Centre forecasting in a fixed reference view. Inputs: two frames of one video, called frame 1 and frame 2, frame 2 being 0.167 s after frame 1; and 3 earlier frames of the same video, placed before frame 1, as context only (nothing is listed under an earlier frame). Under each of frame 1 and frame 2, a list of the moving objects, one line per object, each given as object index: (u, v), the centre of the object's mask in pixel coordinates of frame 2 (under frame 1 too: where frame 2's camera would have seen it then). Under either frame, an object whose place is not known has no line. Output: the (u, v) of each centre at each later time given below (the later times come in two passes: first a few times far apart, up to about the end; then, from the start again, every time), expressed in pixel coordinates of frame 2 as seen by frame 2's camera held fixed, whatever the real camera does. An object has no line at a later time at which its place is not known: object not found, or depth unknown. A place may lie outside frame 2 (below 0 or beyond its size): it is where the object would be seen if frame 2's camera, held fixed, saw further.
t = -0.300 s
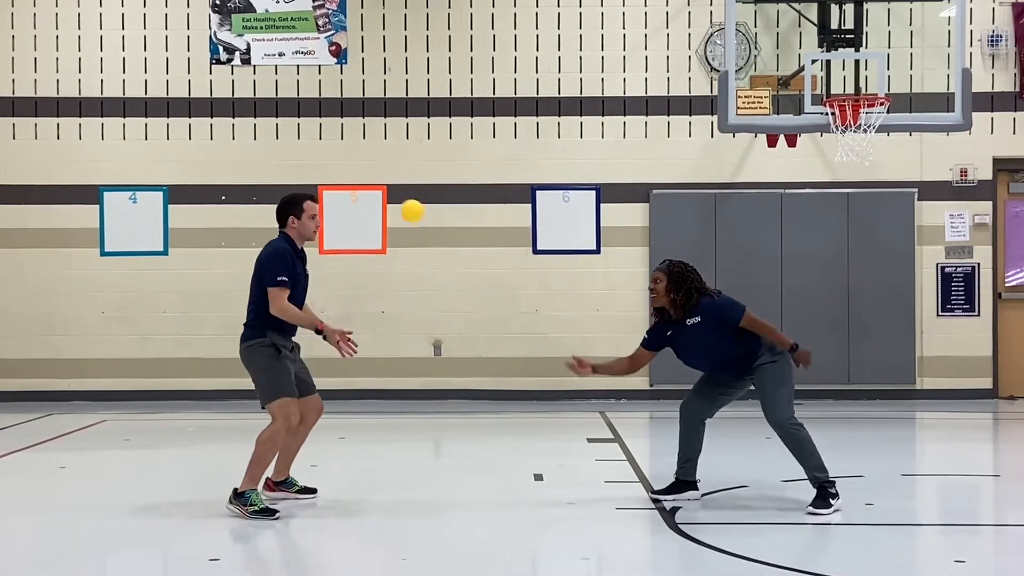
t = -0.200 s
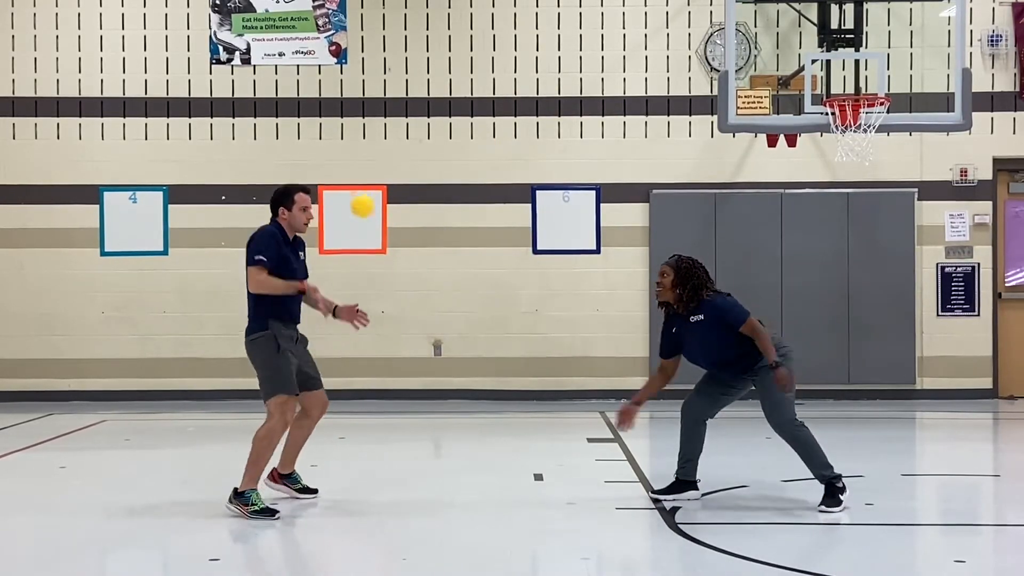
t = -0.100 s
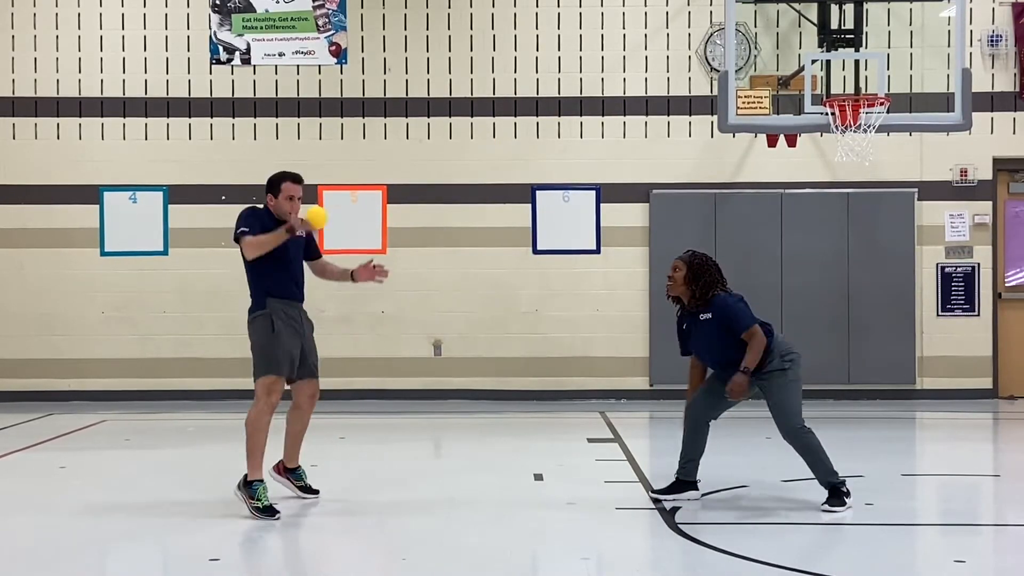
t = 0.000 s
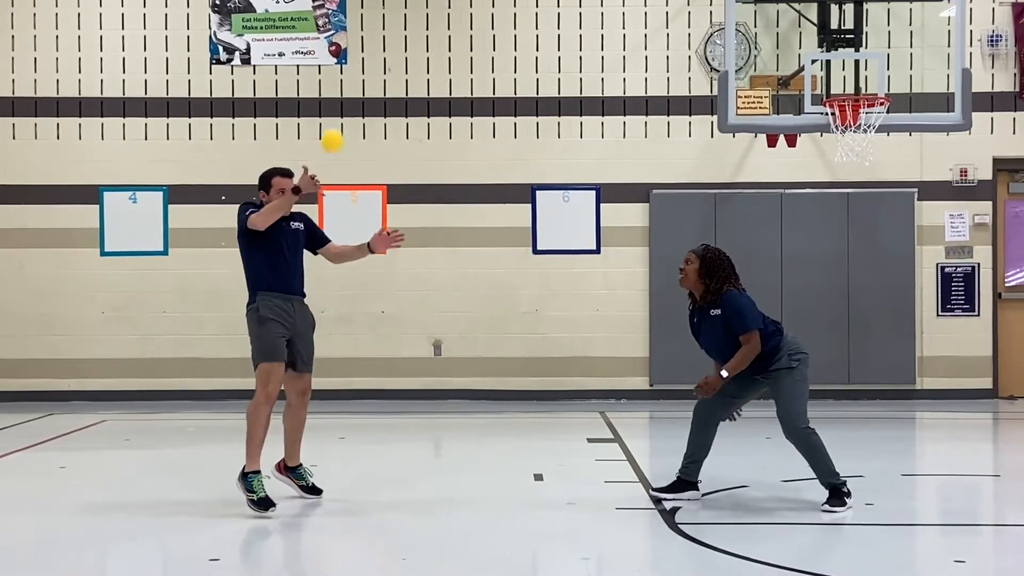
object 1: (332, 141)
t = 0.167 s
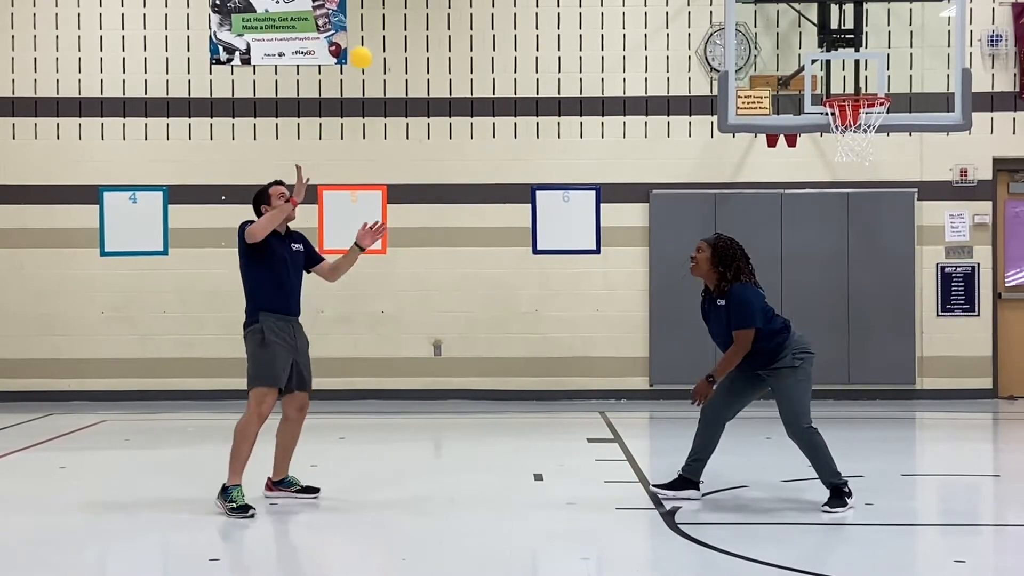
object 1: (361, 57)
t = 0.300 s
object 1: (383, 31)
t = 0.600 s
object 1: (433, 92)
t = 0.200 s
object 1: (367, 48)
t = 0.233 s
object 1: (372, 40)
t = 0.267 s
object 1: (378, 35)
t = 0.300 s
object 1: (383, 31)
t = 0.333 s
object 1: (389, 30)
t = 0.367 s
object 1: (394, 31)
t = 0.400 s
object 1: (400, 33)
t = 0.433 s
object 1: (406, 38)
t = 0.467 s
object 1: (411, 45)
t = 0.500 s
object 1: (417, 53)
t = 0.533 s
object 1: (422, 65)
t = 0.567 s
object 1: (428, 77)
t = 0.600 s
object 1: (433, 92)
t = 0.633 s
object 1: (438, 108)
